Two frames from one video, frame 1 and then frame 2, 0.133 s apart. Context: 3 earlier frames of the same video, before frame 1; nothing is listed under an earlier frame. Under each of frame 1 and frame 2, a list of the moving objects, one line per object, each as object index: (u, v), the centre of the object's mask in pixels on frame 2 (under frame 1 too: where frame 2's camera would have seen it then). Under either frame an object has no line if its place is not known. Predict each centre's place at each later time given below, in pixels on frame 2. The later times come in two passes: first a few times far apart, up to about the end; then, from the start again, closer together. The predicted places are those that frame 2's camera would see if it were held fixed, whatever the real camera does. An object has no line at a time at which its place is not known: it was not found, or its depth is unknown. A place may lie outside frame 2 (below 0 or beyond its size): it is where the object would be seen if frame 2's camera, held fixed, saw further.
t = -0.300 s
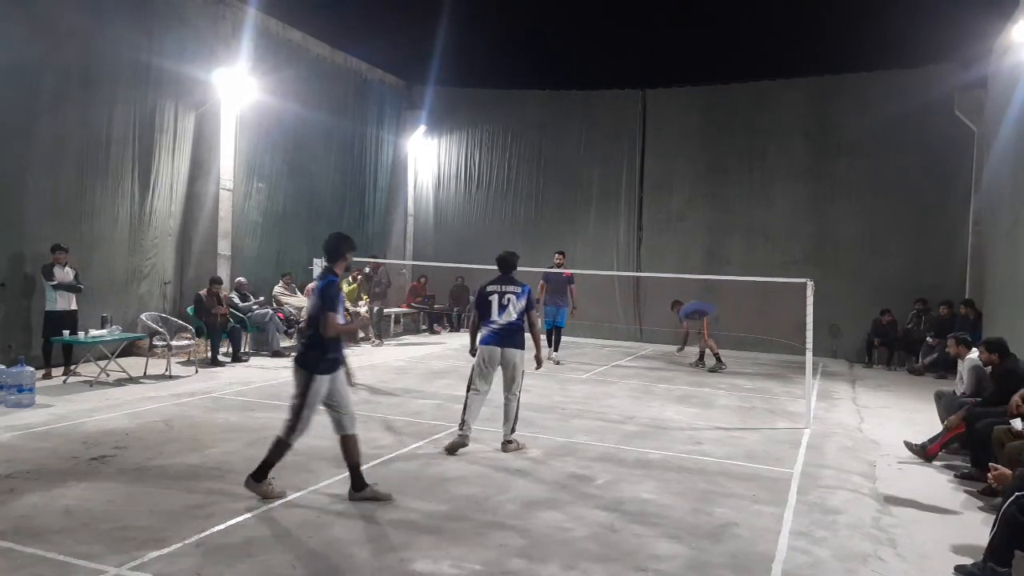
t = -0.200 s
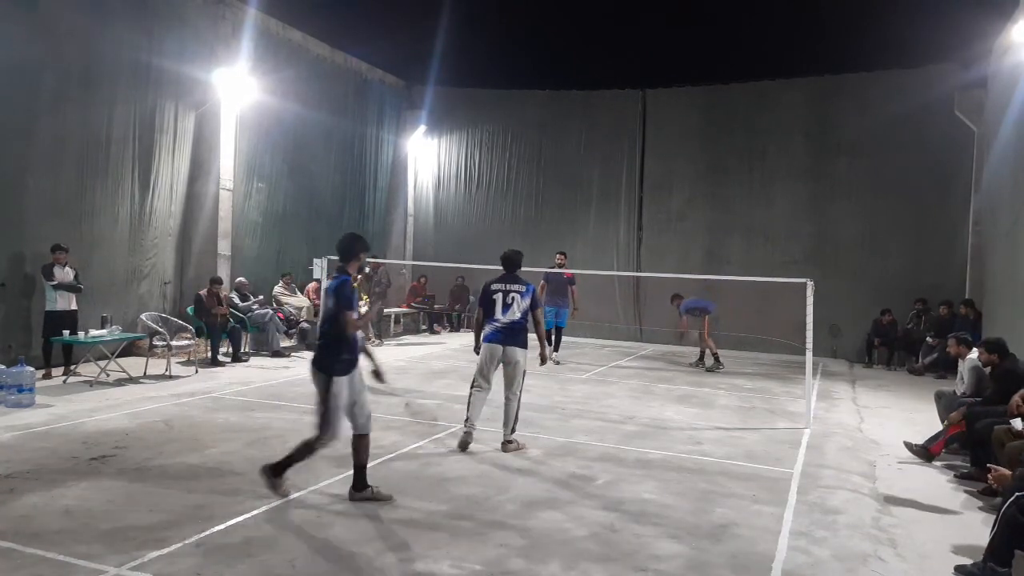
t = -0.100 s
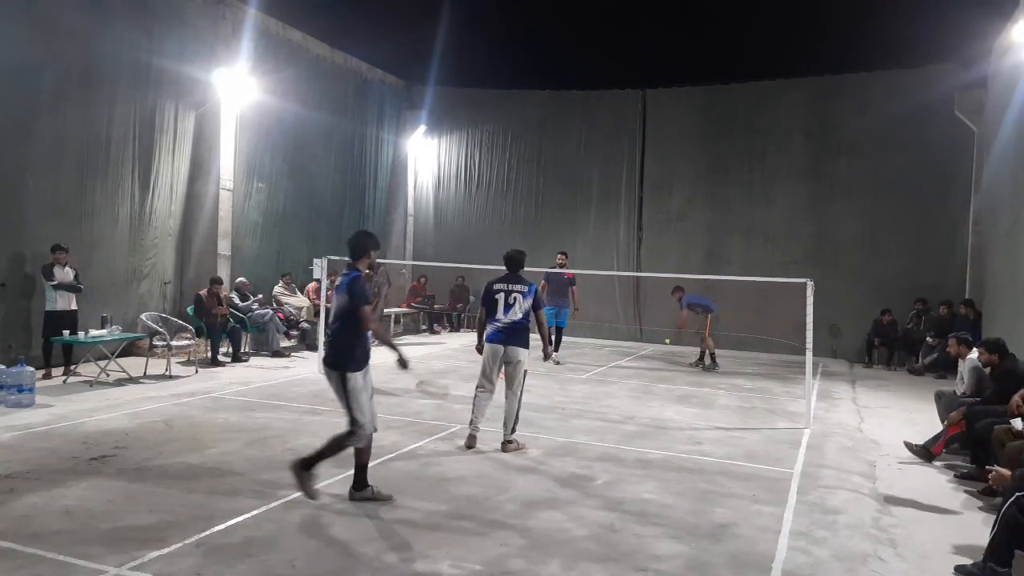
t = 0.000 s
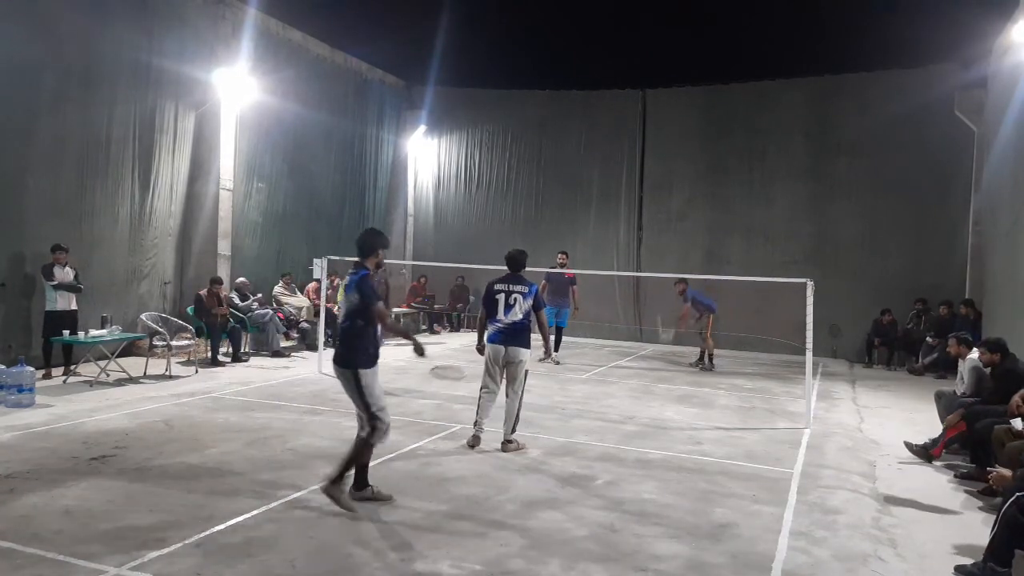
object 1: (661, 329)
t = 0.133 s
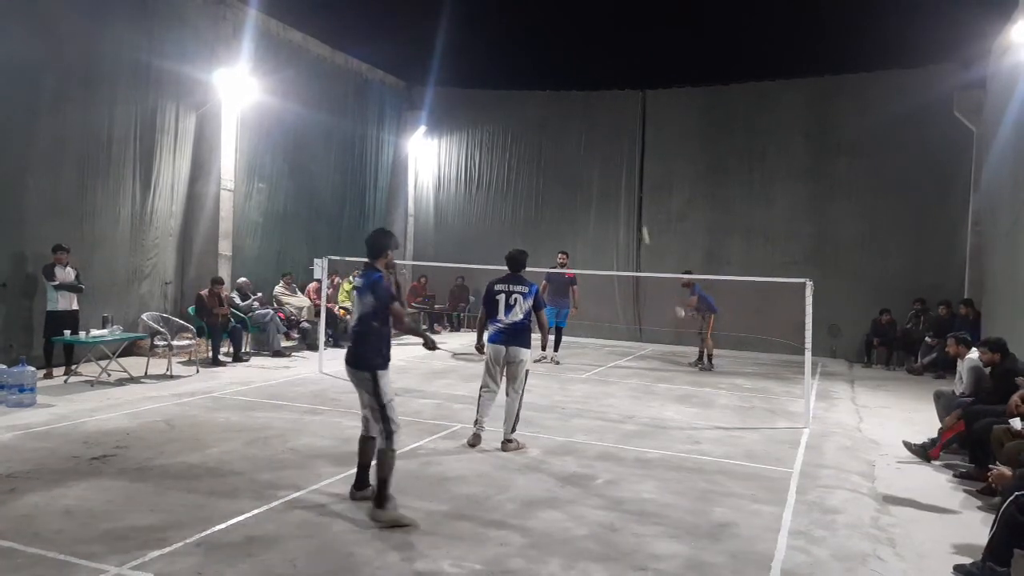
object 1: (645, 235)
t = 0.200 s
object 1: (639, 201)
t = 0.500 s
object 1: (612, 108)
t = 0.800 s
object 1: (579, 104)
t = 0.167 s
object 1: (642, 217)
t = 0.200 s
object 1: (639, 201)
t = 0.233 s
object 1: (637, 187)
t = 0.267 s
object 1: (634, 172)
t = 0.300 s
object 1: (631, 159)
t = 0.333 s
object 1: (628, 148)
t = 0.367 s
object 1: (625, 138)
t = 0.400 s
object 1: (622, 129)
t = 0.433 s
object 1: (619, 122)
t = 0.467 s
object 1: (616, 115)
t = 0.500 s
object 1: (612, 108)
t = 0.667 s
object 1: (595, 95)
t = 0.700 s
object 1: (591, 95)
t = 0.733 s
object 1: (588, 97)
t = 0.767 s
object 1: (583, 100)
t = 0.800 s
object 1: (579, 104)
